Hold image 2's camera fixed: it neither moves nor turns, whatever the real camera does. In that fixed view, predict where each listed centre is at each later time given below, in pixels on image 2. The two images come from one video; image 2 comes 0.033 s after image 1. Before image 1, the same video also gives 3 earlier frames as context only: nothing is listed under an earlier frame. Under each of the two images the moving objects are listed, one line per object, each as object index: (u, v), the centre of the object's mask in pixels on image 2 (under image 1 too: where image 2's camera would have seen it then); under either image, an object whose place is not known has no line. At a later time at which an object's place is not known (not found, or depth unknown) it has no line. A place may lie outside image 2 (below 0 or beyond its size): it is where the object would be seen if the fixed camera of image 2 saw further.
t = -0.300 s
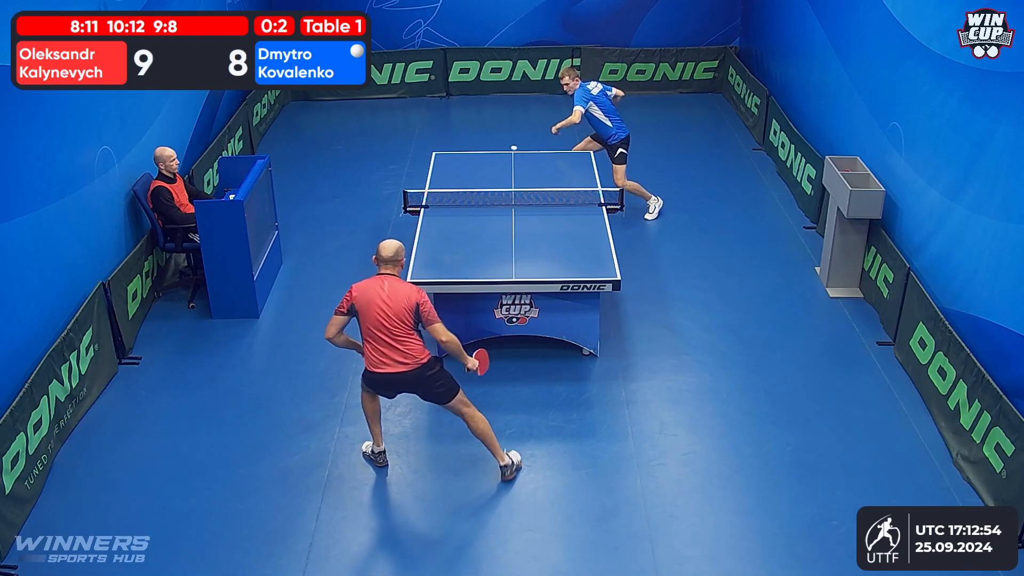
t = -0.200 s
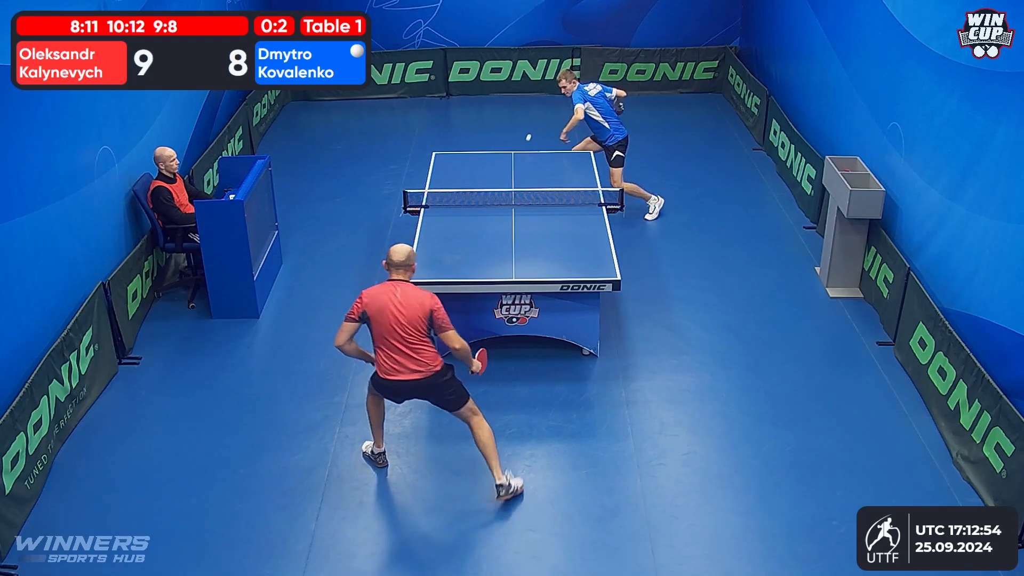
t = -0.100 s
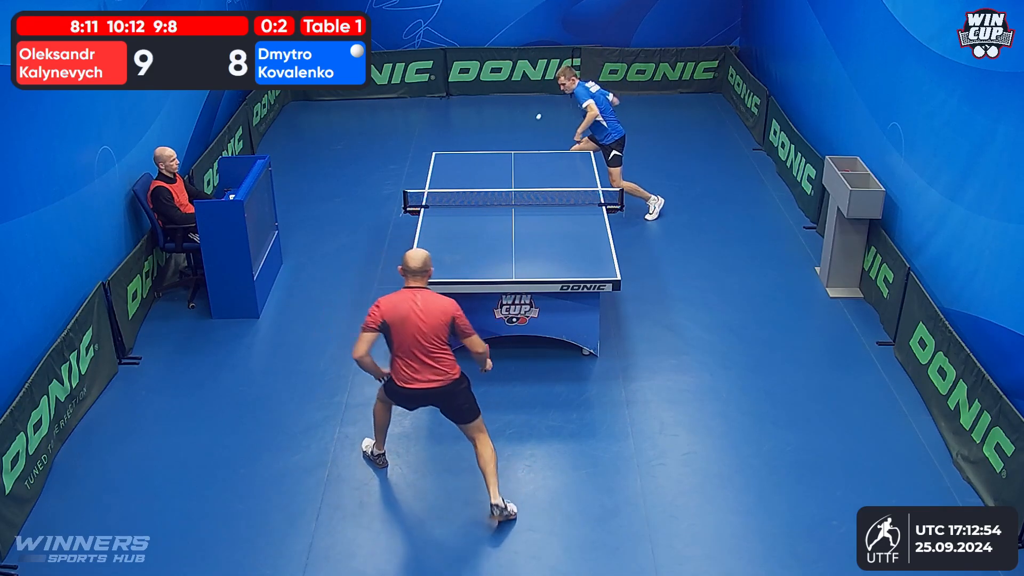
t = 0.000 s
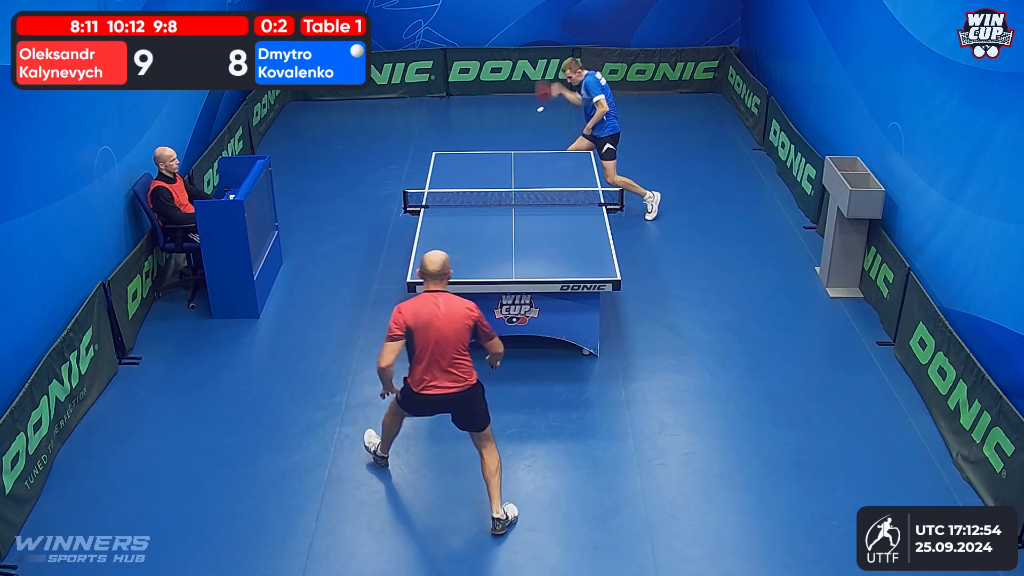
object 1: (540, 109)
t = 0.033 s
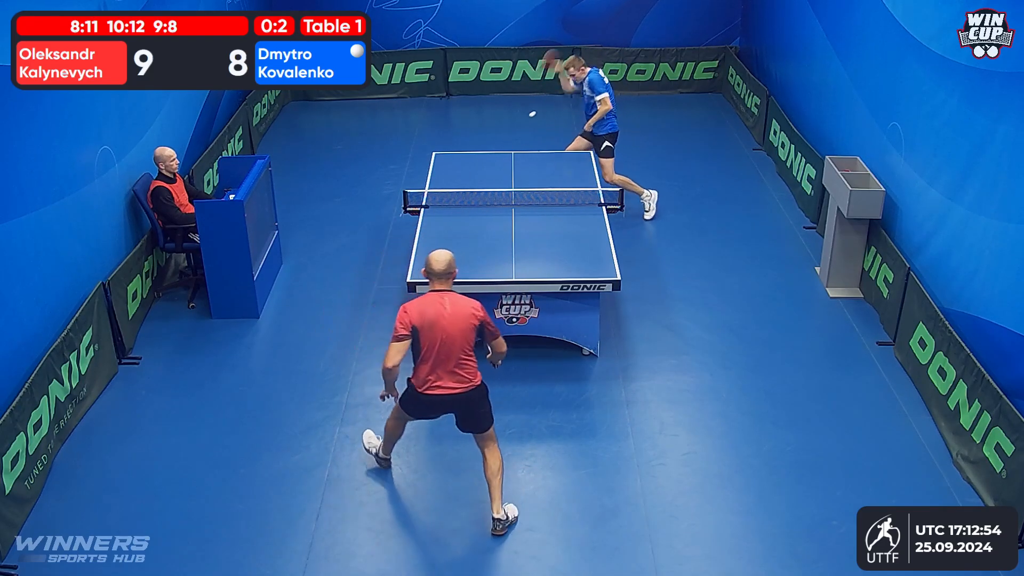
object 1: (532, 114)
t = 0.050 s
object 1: (529, 117)
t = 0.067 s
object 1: (525, 120)
